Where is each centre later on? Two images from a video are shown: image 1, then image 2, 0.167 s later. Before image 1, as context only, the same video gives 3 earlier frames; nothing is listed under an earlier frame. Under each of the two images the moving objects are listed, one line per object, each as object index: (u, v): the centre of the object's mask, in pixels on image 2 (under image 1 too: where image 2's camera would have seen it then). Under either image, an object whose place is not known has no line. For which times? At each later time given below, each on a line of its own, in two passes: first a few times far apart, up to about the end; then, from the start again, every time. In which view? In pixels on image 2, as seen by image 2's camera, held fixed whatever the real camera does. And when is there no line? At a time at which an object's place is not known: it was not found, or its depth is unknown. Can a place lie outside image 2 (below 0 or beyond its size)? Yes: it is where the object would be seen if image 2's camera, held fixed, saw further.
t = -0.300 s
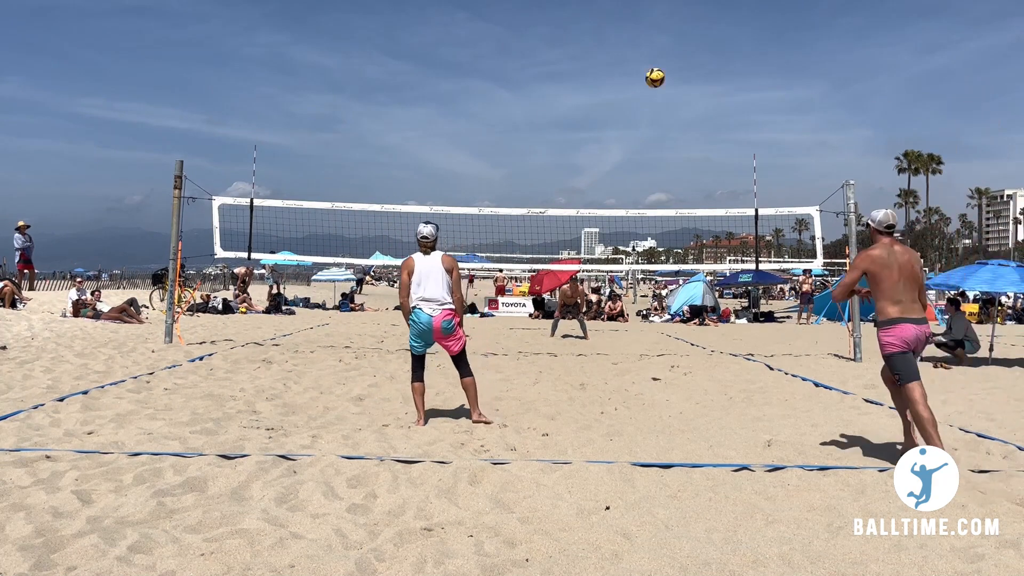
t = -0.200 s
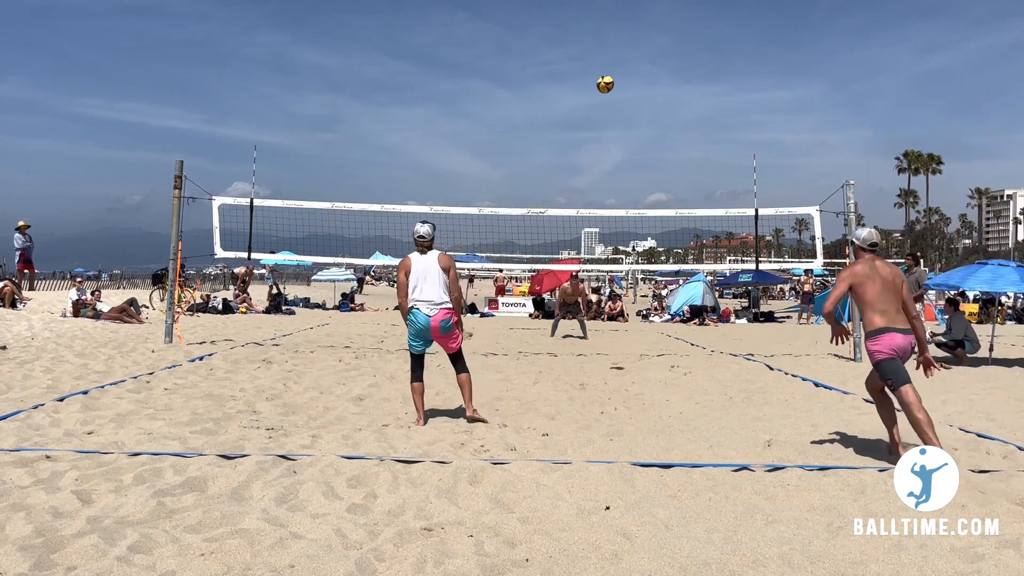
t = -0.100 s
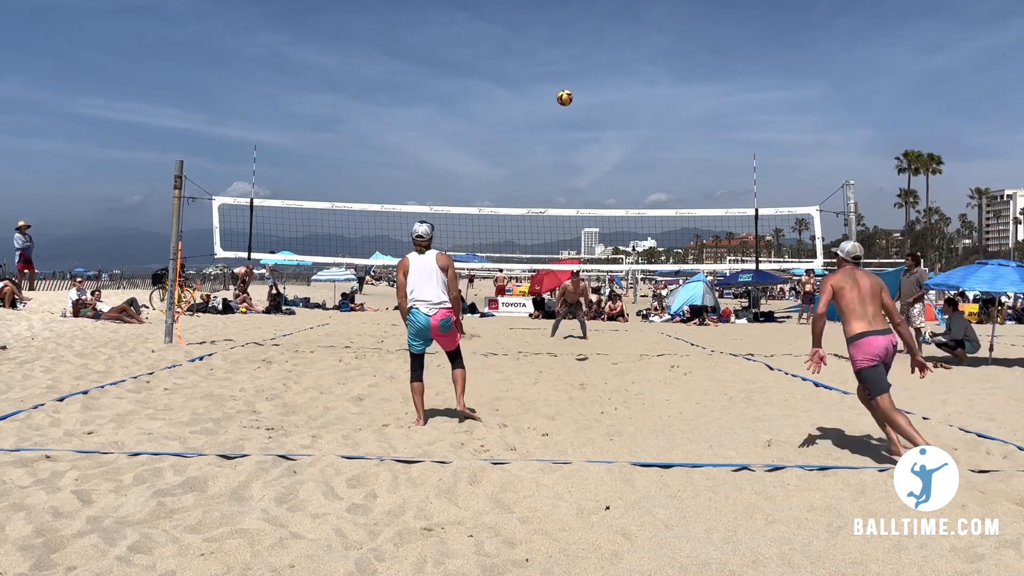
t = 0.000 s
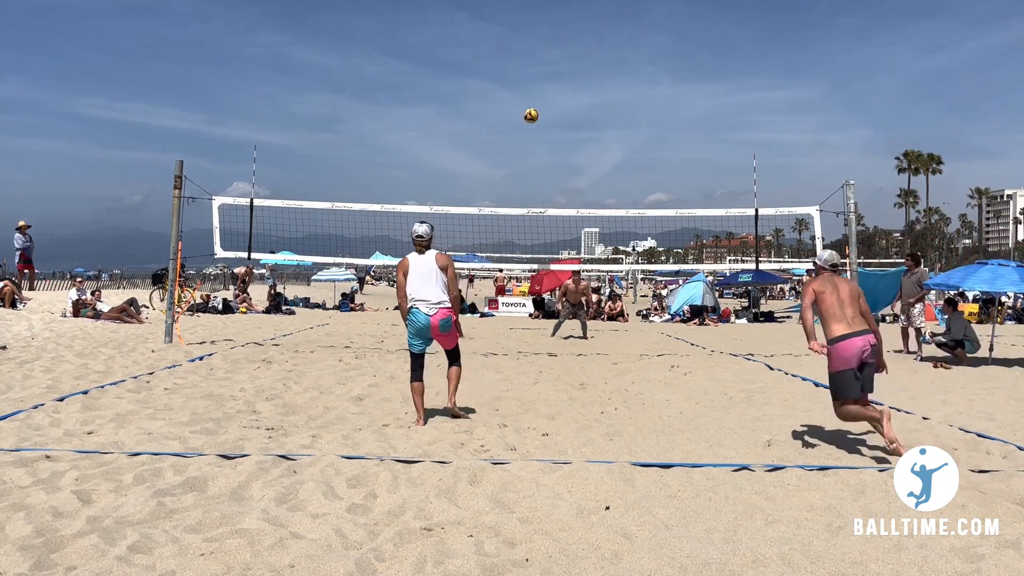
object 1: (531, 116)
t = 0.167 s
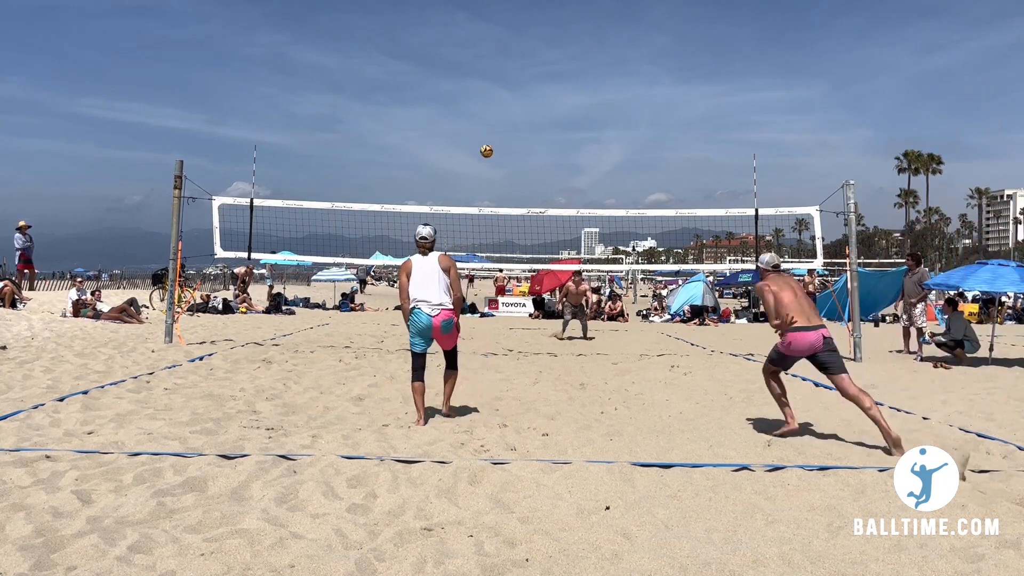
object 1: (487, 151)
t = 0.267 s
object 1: (466, 176)
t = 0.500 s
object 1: (427, 236)
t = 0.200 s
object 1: (479, 159)
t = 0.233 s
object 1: (472, 167)
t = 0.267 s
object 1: (466, 176)
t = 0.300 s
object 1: (459, 184)
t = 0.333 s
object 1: (453, 192)
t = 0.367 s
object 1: (448, 201)
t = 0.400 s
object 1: (442, 214)
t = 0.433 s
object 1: (437, 219)
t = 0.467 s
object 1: (432, 227)
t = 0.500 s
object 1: (427, 236)
